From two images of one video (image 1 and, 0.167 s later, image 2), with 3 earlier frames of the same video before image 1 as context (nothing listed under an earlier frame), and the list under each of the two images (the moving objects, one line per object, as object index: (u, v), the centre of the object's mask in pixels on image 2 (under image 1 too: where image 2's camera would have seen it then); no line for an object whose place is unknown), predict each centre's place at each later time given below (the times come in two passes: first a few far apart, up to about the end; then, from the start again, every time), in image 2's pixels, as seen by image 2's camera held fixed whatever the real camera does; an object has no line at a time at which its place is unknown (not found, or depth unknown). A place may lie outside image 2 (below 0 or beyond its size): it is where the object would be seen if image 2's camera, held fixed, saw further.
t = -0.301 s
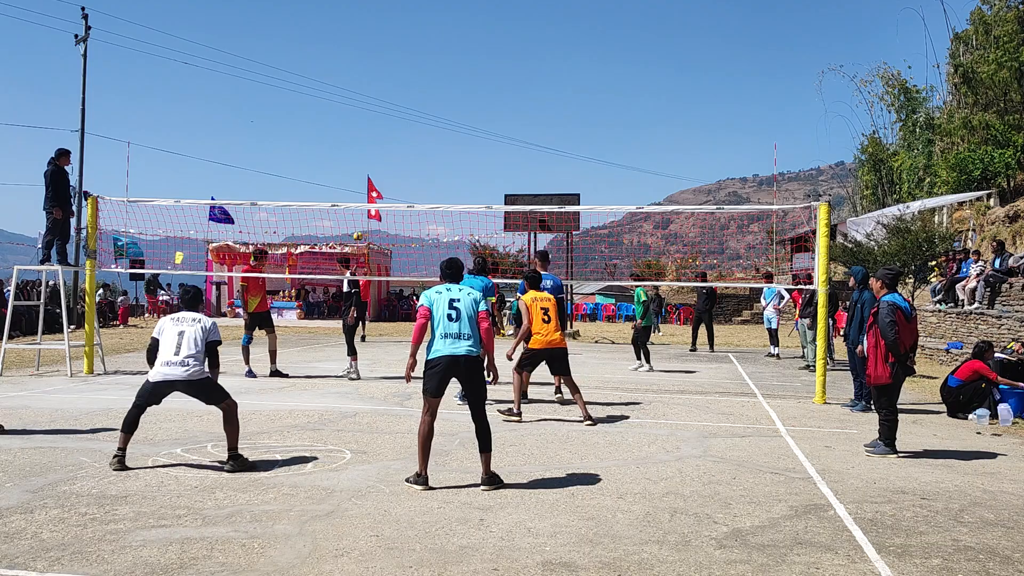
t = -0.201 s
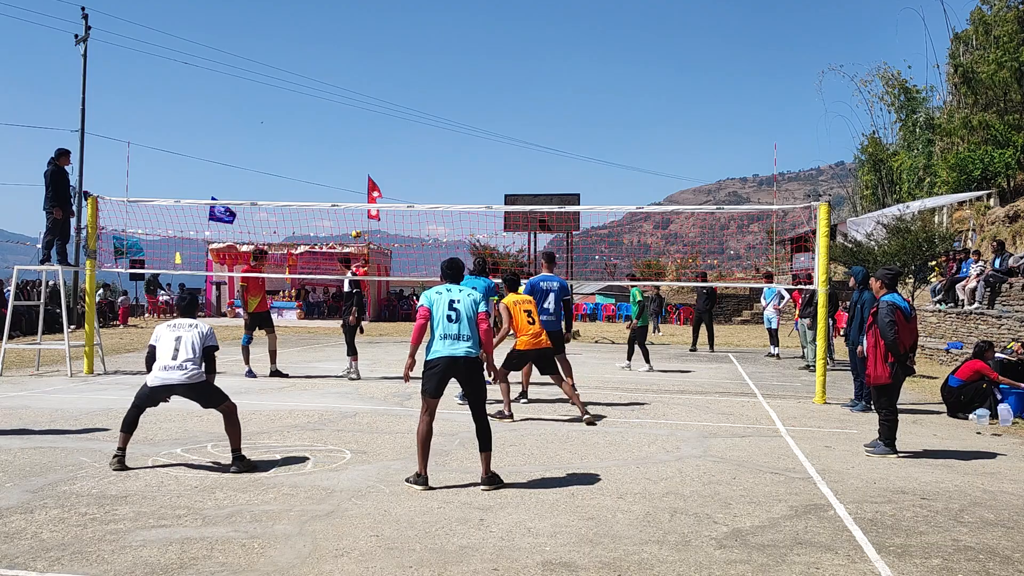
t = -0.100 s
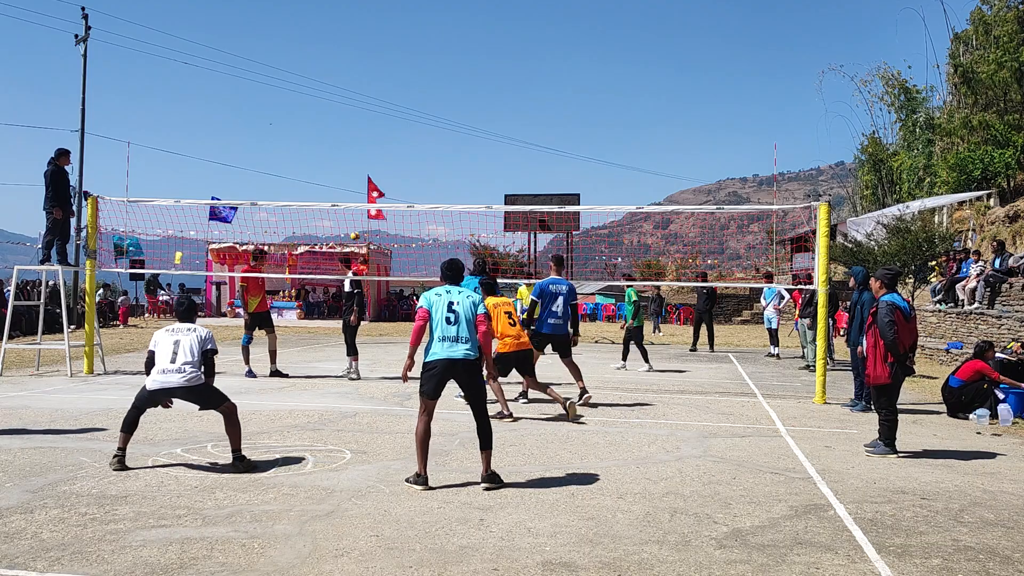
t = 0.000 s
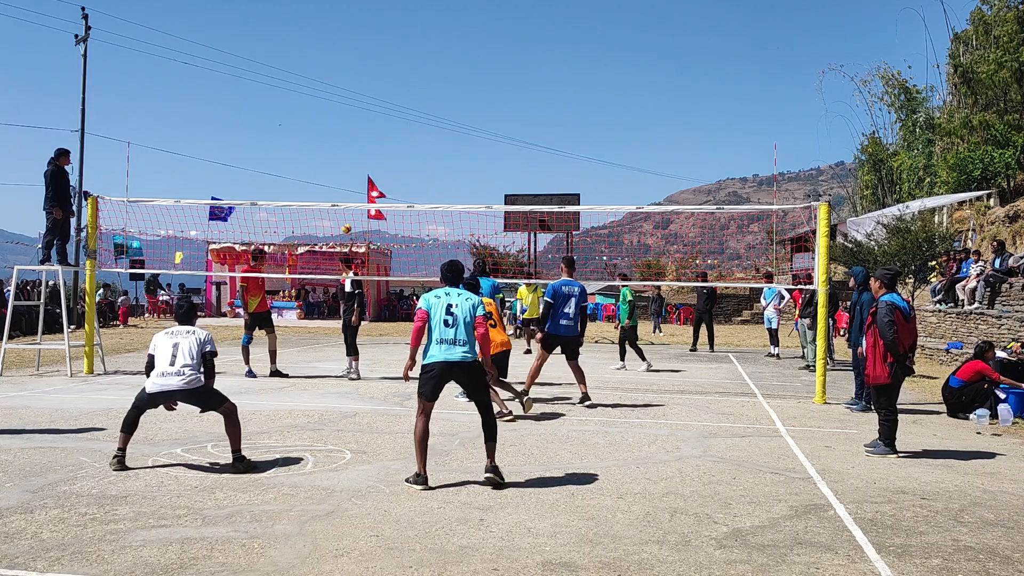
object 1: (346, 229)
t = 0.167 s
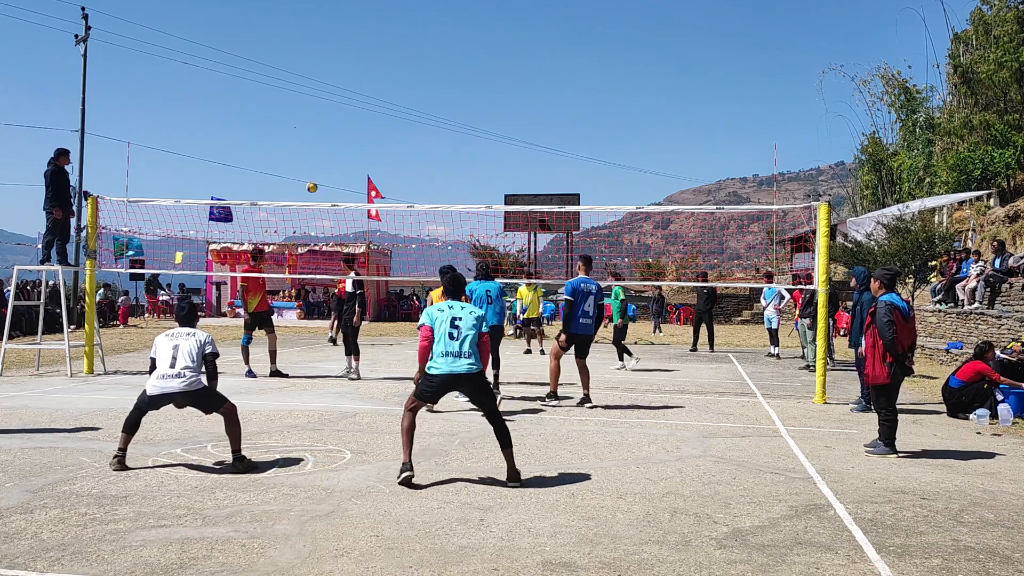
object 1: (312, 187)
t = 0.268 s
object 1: (288, 164)
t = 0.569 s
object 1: (188, 109)
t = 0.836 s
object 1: (39, 96)
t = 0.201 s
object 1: (304, 179)
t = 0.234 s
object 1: (296, 171)
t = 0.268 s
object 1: (288, 164)
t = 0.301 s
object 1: (279, 157)
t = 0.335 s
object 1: (270, 150)
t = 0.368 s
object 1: (260, 143)
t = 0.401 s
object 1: (250, 136)
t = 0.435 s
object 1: (239, 130)
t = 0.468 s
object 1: (227, 124)
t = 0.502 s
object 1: (215, 119)
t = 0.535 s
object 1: (203, 114)
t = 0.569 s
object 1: (188, 109)
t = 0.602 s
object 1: (174, 106)
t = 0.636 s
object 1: (158, 102)
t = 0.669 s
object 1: (142, 99)
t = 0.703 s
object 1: (124, 97)
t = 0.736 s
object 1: (105, 95)
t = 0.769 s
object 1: (84, 95)
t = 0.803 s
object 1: (63, 95)
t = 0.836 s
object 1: (39, 96)
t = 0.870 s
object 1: (15, 98)
